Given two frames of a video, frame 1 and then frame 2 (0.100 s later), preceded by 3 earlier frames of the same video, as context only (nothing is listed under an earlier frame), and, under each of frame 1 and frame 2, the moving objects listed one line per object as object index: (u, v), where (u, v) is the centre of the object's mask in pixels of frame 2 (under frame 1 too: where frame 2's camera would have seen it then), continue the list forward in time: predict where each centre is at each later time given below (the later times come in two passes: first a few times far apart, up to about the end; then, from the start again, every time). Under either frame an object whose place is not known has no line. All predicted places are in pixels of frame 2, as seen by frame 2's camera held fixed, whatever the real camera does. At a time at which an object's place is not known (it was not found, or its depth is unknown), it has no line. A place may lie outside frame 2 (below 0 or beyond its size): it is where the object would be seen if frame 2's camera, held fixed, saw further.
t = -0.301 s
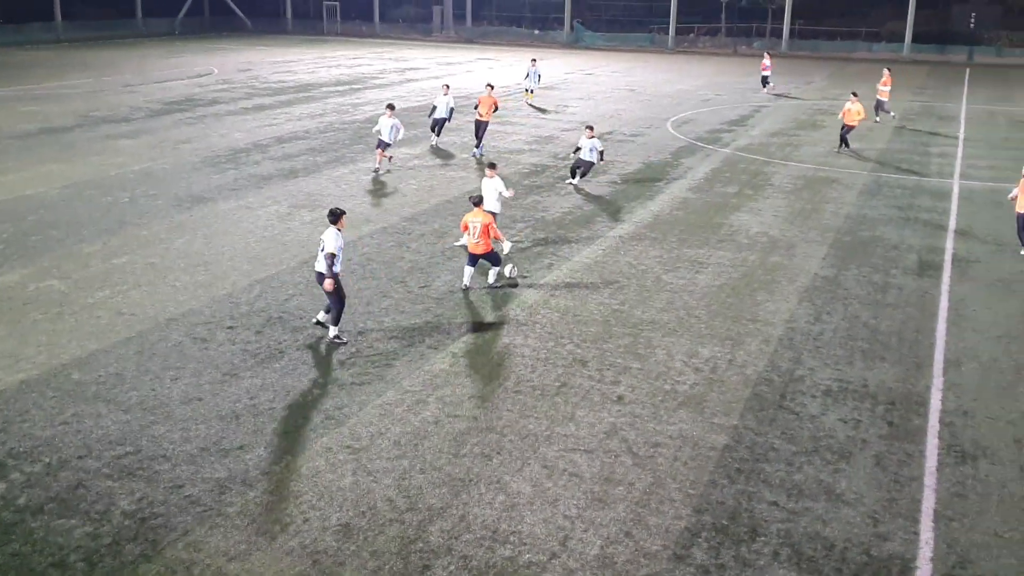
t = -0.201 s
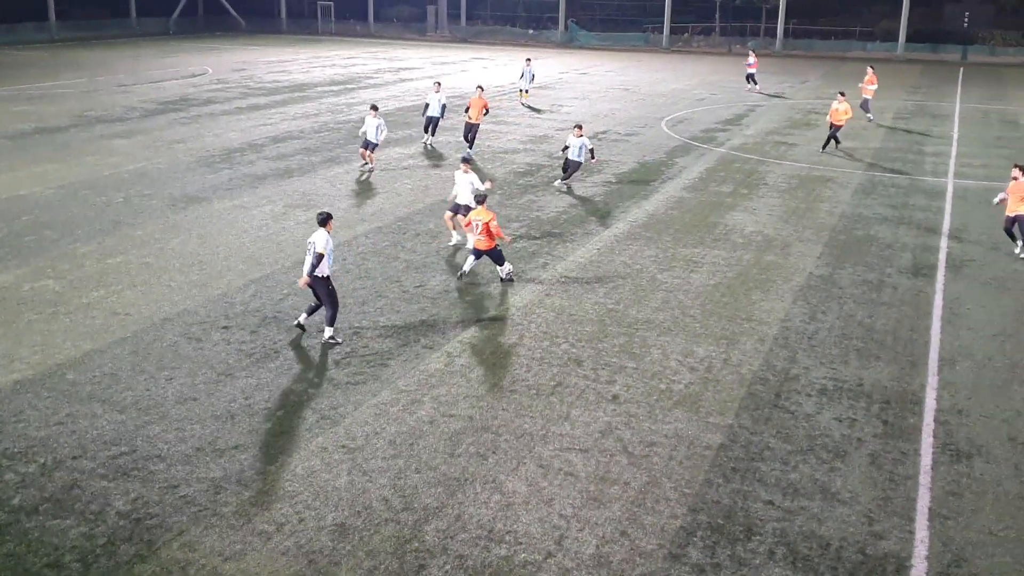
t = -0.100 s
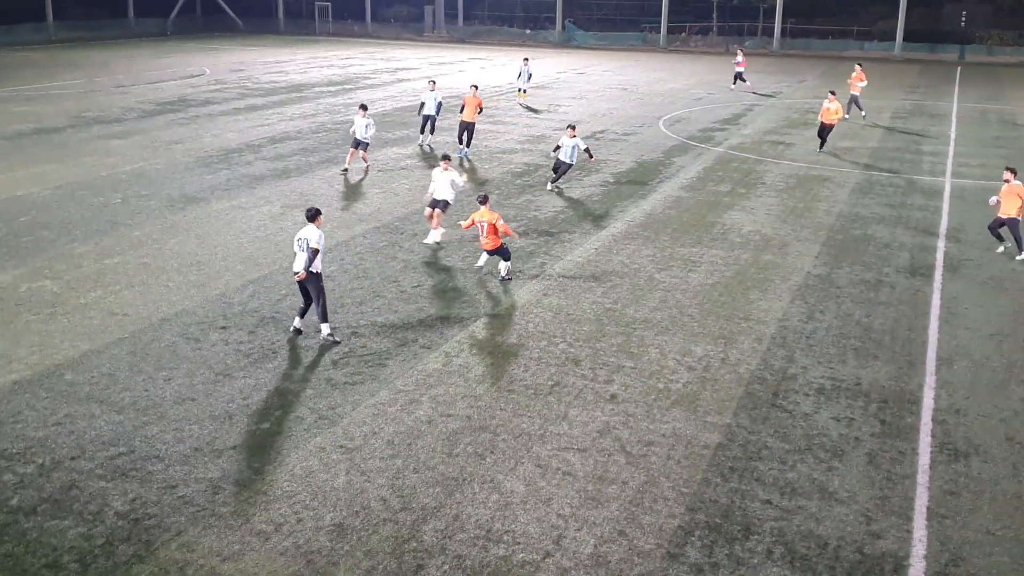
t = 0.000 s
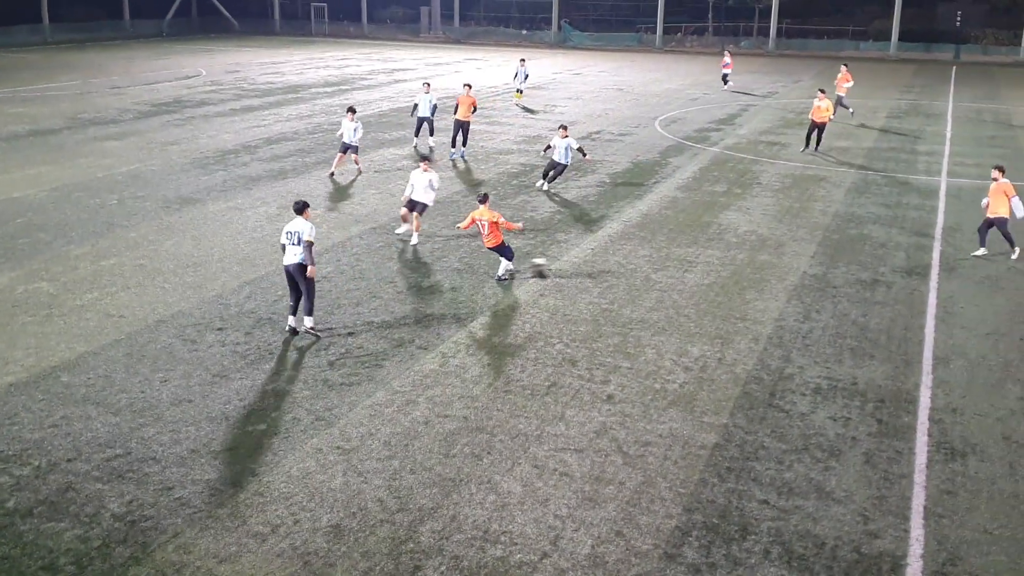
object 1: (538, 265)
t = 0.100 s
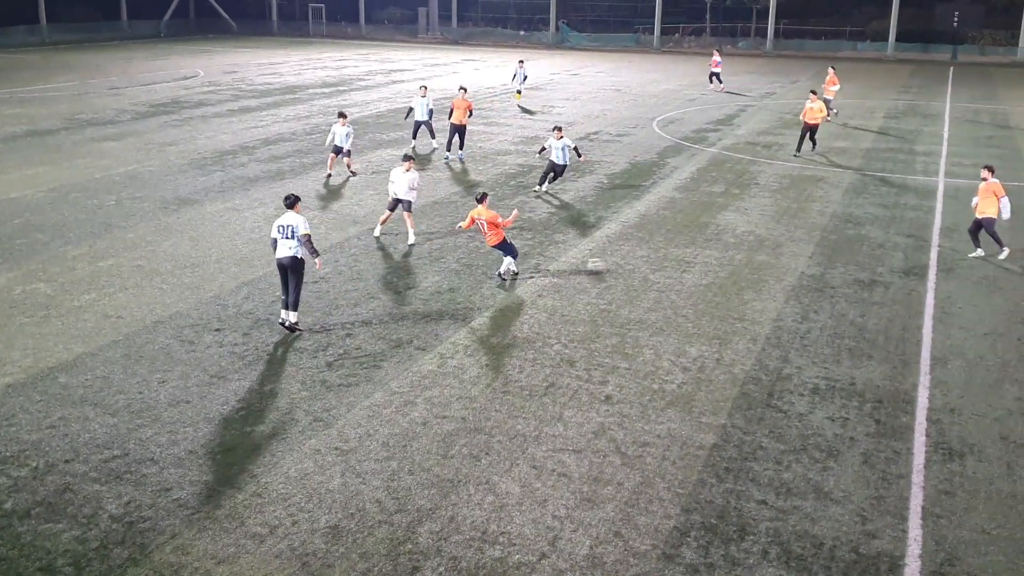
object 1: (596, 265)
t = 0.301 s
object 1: (698, 264)
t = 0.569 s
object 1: (816, 263)
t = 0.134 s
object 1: (612, 265)
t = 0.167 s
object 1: (630, 265)
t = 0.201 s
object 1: (648, 264)
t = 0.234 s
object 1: (665, 263)
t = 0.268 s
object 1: (682, 264)
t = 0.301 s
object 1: (698, 264)
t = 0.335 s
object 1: (714, 264)
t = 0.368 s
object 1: (730, 264)
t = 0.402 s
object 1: (746, 264)
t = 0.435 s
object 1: (761, 263)
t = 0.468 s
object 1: (775, 264)
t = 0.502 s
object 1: (789, 263)
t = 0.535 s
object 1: (803, 263)
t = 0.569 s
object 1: (816, 263)
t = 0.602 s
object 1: (829, 262)
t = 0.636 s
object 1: (842, 262)
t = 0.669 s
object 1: (855, 262)
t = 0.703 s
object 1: (867, 263)
